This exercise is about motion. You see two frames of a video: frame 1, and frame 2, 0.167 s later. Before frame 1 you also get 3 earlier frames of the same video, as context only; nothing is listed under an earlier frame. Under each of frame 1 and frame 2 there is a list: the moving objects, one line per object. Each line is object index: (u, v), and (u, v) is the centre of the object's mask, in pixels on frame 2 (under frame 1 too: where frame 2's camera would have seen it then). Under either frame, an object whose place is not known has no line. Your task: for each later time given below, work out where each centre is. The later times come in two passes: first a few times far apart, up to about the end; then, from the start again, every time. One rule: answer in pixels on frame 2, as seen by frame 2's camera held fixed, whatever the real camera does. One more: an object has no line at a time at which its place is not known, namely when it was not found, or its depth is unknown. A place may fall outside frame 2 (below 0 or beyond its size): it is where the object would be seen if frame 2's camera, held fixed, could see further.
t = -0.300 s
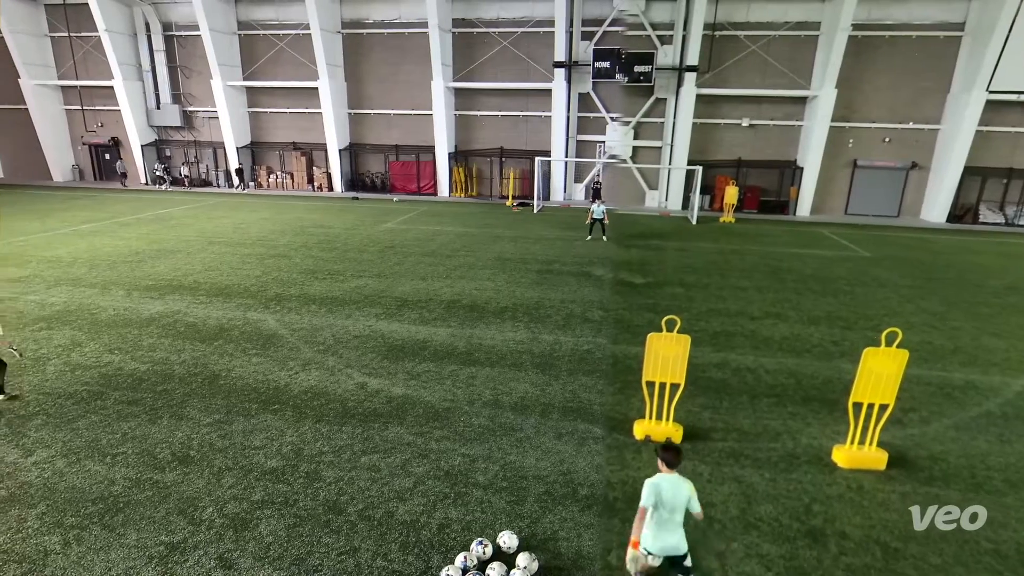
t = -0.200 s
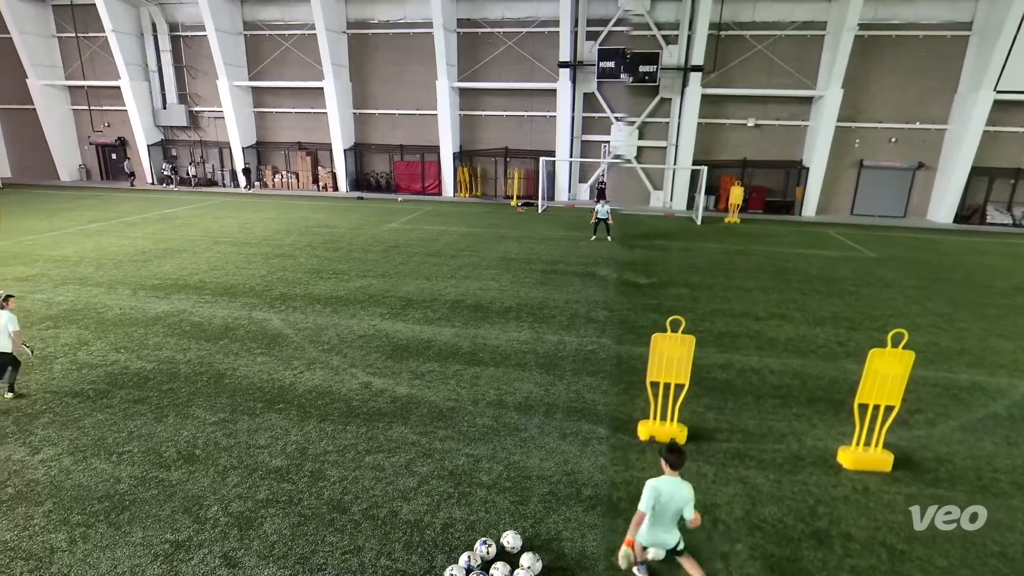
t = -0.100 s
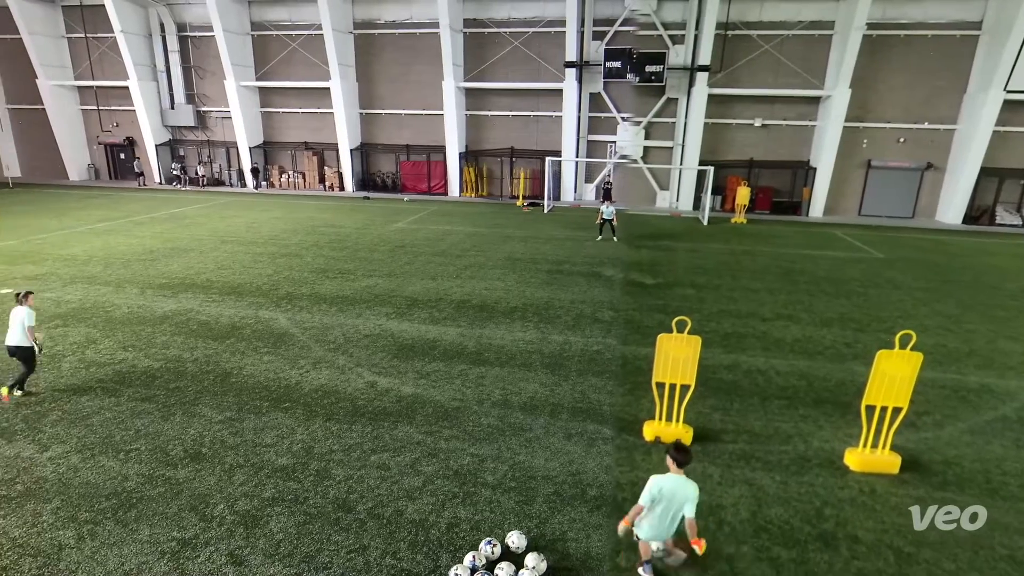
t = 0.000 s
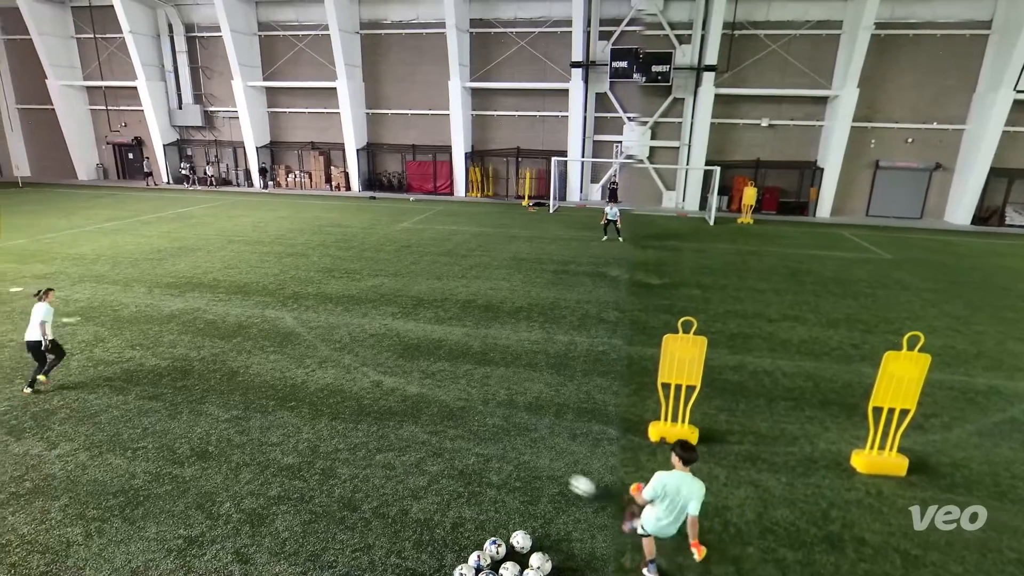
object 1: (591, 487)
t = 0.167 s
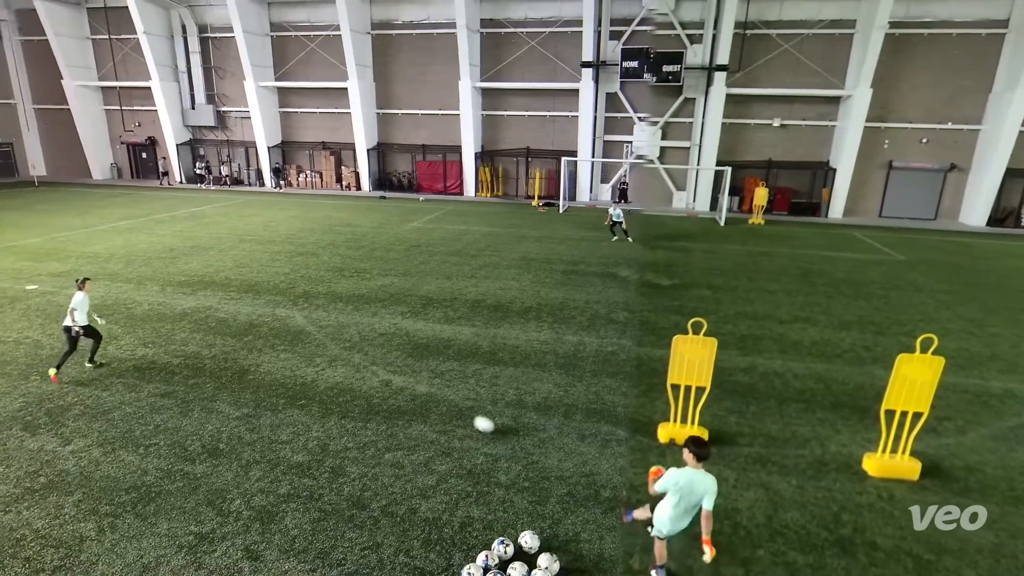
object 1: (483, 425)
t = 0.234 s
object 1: (452, 407)
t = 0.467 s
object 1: (376, 362)
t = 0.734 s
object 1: (325, 330)
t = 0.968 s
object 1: (294, 311)
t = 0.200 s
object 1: (467, 415)
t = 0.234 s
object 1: (452, 407)
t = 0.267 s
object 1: (438, 400)
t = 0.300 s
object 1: (426, 391)
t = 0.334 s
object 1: (415, 384)
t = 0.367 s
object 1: (404, 377)
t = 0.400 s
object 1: (394, 372)
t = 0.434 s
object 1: (385, 367)
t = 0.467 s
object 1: (376, 362)
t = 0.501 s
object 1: (368, 356)
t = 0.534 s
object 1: (362, 351)
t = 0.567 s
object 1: (354, 346)
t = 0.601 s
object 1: (348, 342)
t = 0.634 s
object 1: (342, 340)
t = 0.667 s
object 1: (336, 337)
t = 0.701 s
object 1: (330, 335)
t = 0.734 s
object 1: (325, 330)
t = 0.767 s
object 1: (320, 326)
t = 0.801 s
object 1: (315, 323)
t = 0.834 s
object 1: (311, 321)
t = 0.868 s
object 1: (307, 319)
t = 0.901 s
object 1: (302, 317)
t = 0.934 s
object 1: (299, 314)
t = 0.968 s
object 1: (294, 311)
